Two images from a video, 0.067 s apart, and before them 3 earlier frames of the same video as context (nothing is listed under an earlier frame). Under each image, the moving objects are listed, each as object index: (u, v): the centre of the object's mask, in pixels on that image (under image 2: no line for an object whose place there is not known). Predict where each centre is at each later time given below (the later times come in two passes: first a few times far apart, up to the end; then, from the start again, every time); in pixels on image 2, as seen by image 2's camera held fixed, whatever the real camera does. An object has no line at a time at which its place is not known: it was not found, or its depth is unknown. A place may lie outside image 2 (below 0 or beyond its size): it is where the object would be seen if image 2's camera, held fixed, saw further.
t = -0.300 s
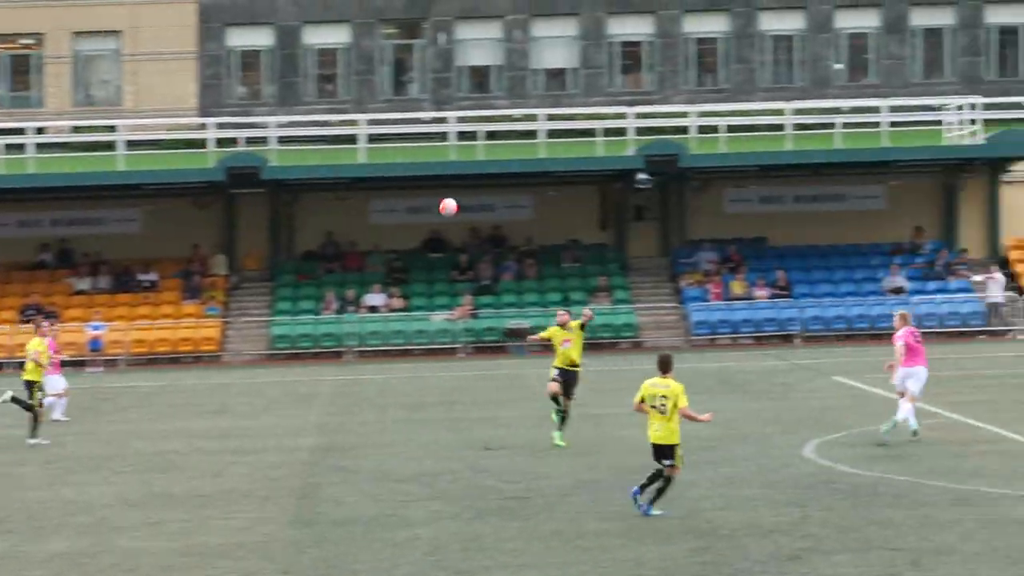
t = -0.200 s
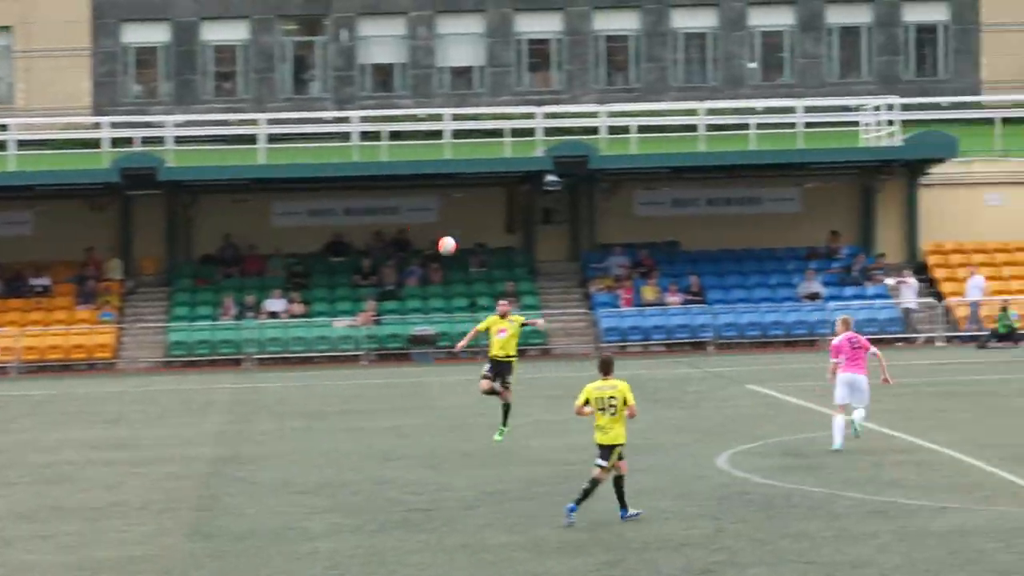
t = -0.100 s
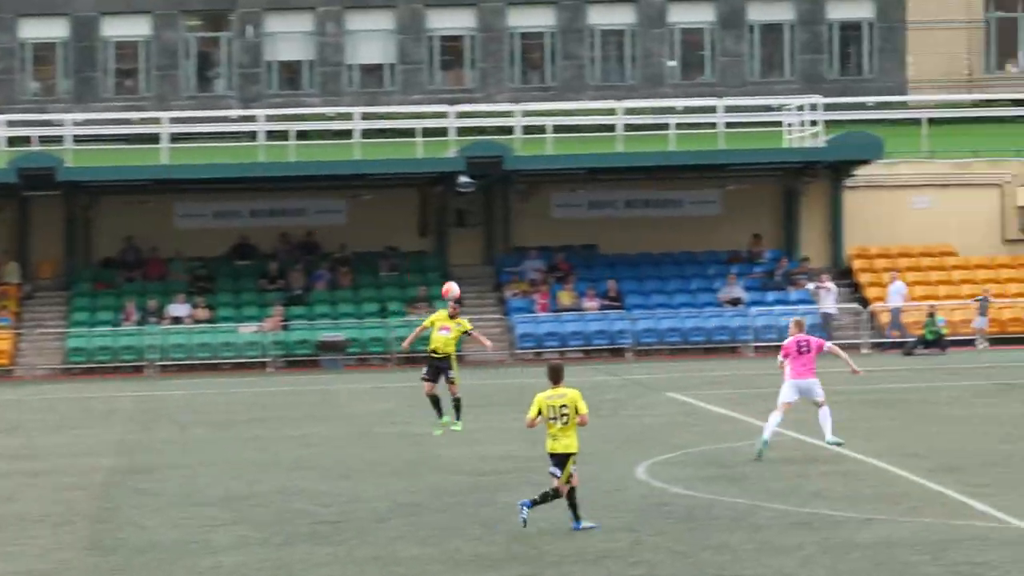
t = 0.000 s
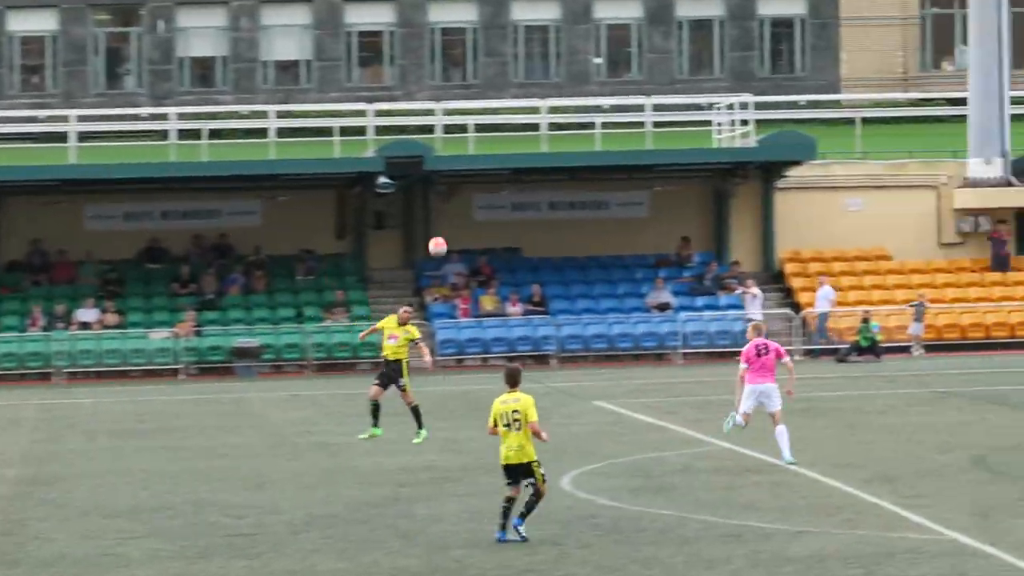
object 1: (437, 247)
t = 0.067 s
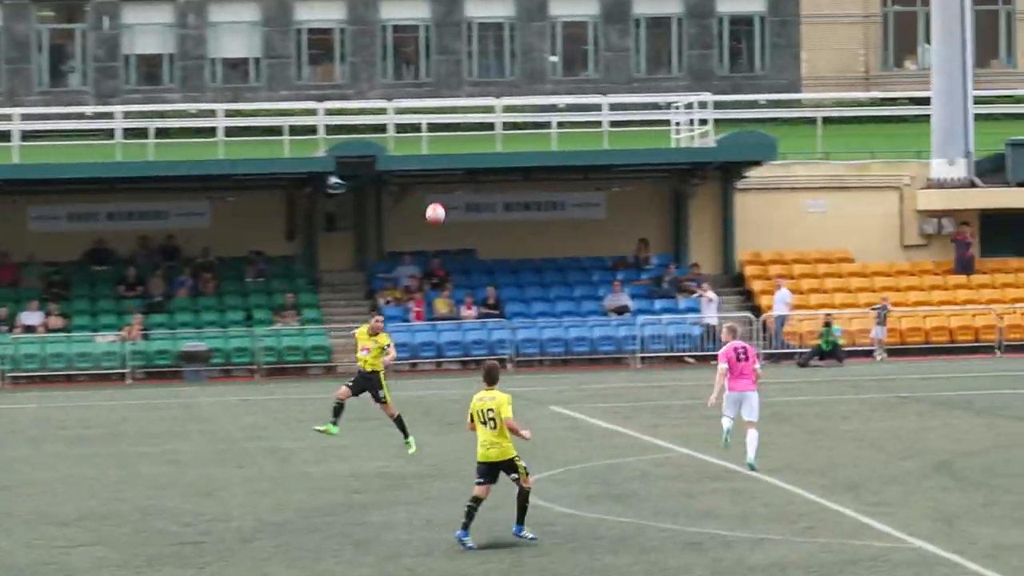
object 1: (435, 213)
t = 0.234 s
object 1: (550, 140)
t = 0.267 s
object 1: (573, 129)
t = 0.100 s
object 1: (458, 197)
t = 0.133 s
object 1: (481, 182)
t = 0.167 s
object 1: (504, 168)
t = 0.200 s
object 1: (526, 154)
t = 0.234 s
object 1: (550, 140)
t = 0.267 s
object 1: (573, 129)
